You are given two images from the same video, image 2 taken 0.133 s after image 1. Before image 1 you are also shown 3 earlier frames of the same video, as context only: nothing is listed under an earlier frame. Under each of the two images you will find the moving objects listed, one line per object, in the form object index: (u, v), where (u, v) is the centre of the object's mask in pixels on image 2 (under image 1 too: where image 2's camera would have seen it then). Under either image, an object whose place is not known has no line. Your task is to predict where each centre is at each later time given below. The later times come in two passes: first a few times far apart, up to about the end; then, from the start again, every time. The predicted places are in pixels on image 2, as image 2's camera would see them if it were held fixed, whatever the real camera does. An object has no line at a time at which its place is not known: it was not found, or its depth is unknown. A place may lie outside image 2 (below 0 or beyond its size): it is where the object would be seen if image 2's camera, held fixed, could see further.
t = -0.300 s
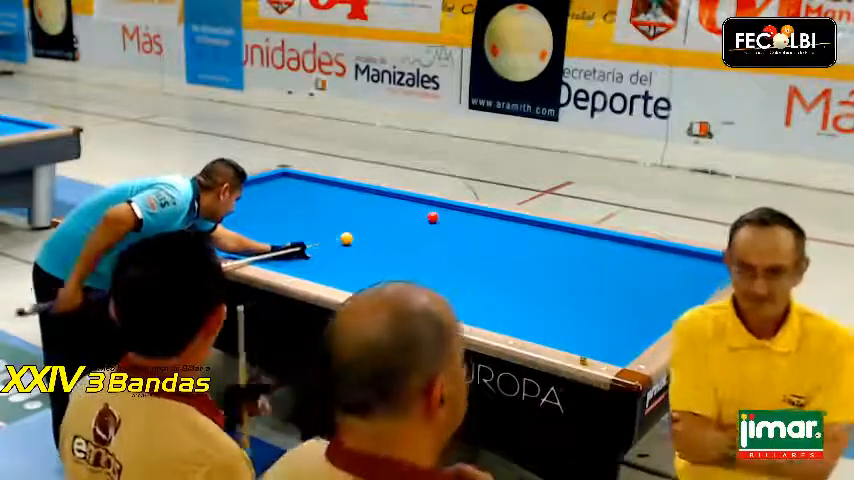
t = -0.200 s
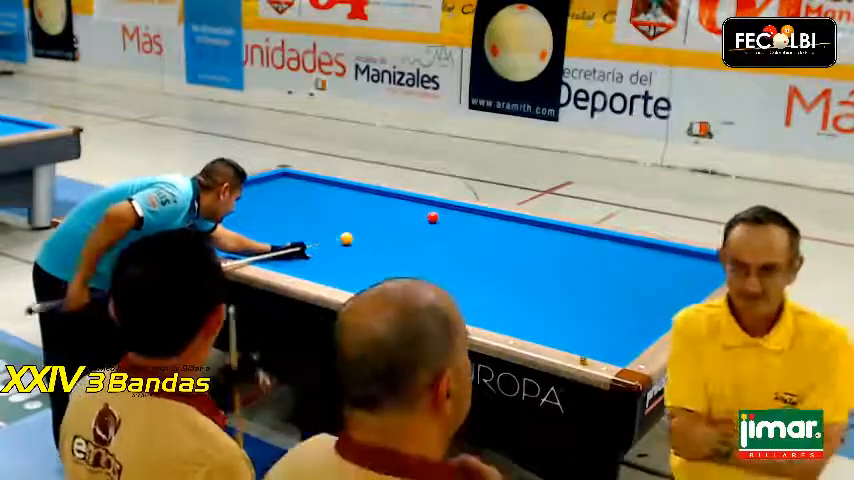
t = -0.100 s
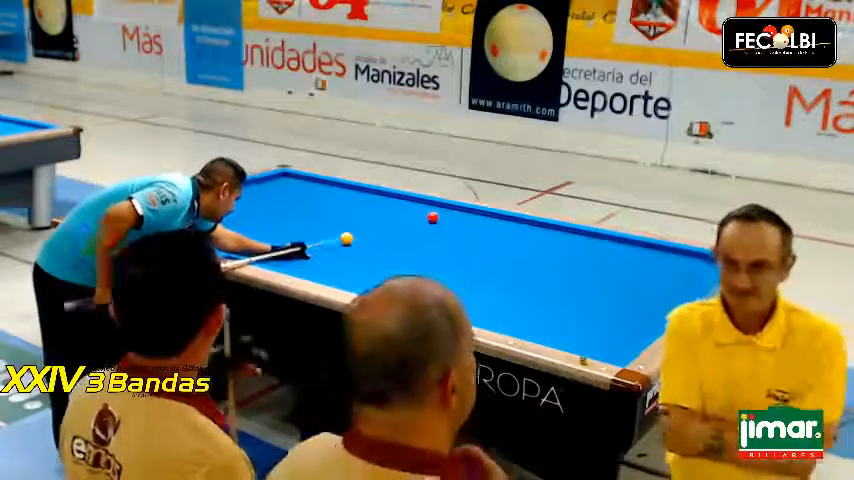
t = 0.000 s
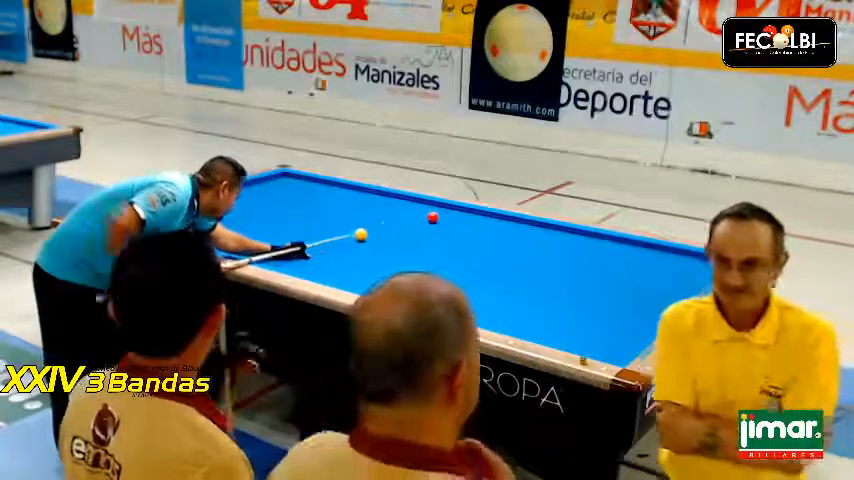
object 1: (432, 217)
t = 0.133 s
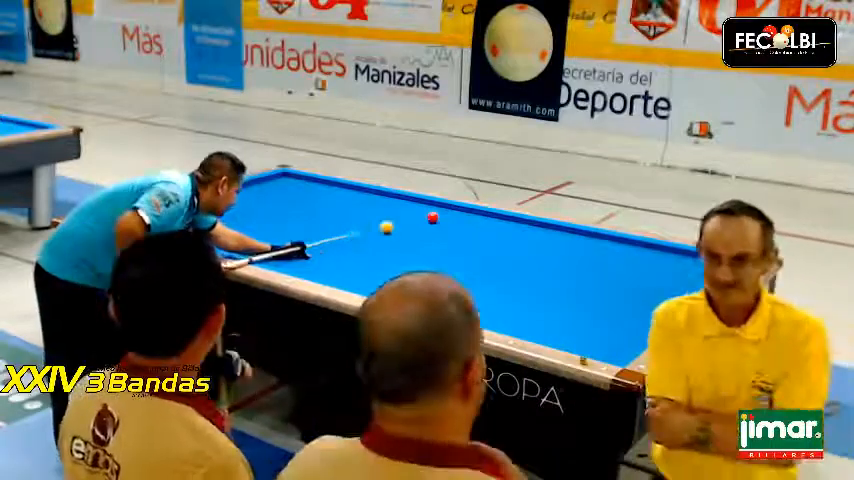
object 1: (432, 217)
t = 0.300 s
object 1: (433, 217)
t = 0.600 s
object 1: (468, 218)
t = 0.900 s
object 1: (499, 217)
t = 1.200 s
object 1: (517, 220)
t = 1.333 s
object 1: (525, 223)
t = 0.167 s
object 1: (433, 217)
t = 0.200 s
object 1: (432, 217)
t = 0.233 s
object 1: (433, 217)
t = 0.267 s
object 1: (433, 217)
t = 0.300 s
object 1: (433, 217)
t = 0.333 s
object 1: (433, 217)
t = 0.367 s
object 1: (438, 217)
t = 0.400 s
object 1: (442, 217)
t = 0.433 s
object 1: (448, 217)
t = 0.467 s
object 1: (451, 217)
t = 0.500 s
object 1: (456, 218)
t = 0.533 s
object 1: (460, 217)
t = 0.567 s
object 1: (463, 218)
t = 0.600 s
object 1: (468, 218)
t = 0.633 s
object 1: (470, 218)
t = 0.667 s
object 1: (474, 217)
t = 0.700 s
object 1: (478, 217)
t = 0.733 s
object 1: (482, 217)
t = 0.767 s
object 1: (485, 217)
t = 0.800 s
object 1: (489, 217)
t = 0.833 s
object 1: (492, 217)
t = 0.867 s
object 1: (497, 218)
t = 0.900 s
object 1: (499, 217)
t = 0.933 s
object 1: (503, 218)
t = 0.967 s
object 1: (506, 218)
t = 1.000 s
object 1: (511, 218)
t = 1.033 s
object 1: (515, 219)
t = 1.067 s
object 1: (516, 219)
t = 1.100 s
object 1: (516, 219)
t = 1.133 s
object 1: (516, 219)
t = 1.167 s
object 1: (517, 220)
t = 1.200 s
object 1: (517, 220)
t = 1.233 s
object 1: (521, 220)
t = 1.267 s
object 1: (521, 221)
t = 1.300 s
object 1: (522, 221)
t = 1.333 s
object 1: (525, 223)
